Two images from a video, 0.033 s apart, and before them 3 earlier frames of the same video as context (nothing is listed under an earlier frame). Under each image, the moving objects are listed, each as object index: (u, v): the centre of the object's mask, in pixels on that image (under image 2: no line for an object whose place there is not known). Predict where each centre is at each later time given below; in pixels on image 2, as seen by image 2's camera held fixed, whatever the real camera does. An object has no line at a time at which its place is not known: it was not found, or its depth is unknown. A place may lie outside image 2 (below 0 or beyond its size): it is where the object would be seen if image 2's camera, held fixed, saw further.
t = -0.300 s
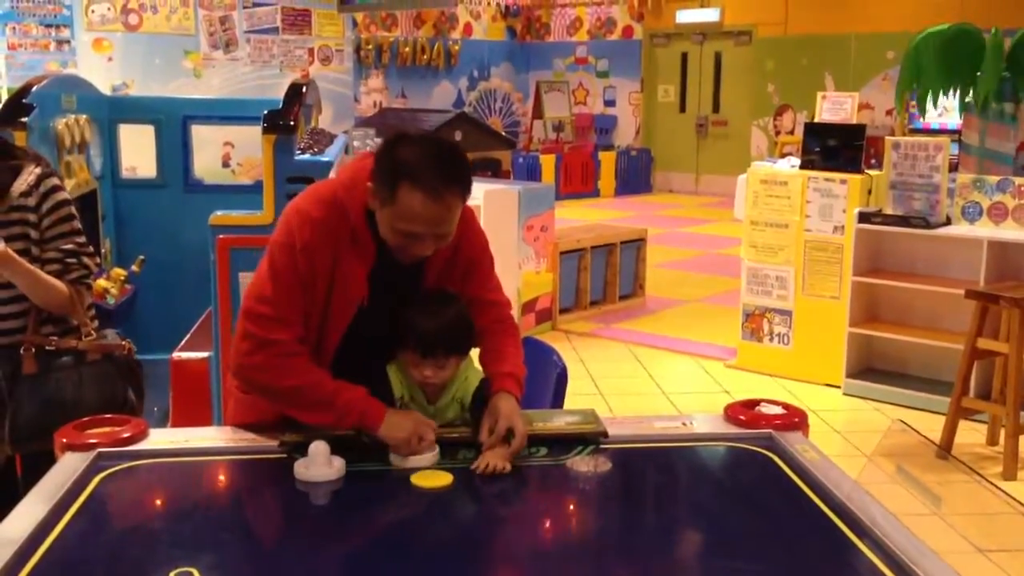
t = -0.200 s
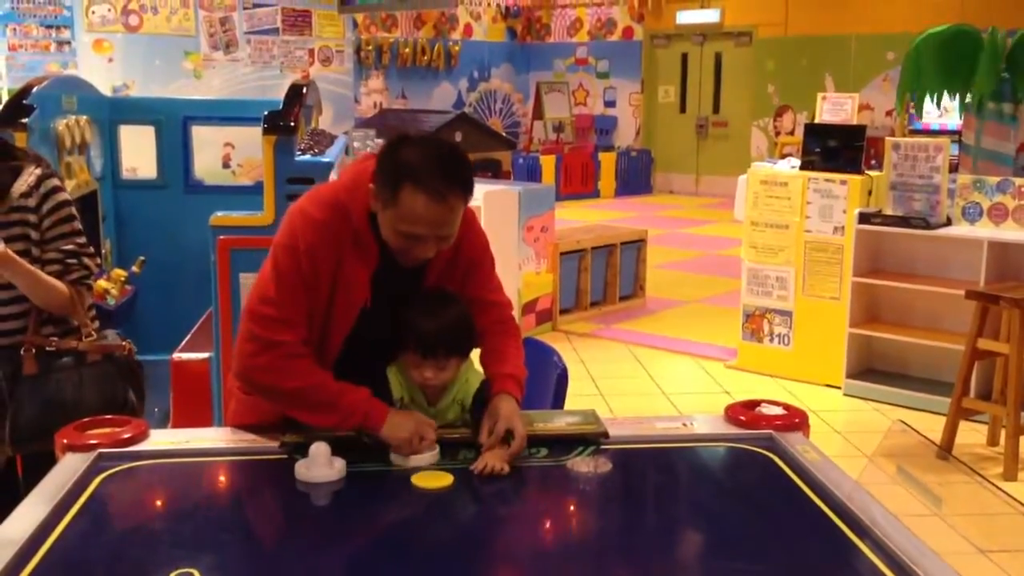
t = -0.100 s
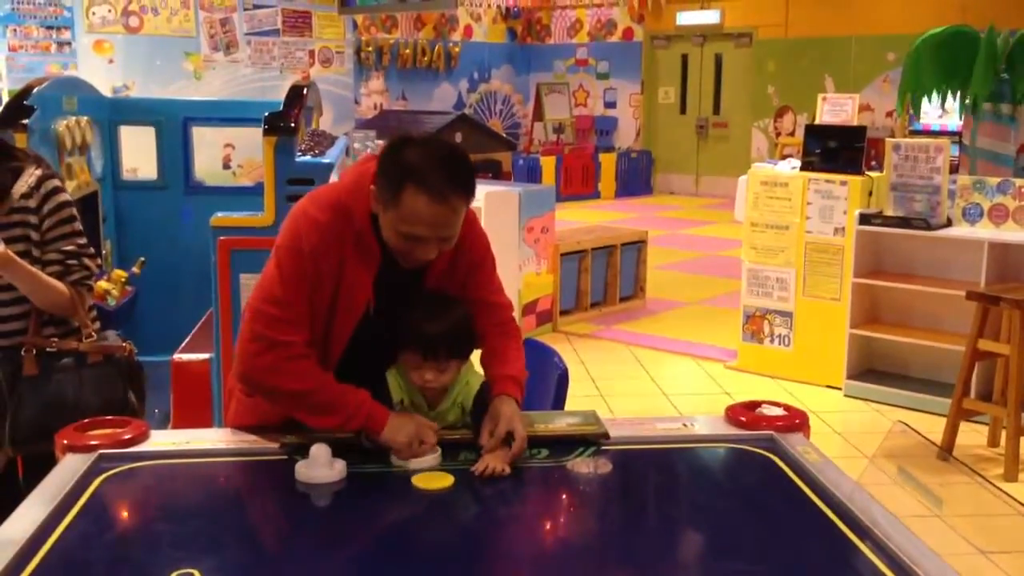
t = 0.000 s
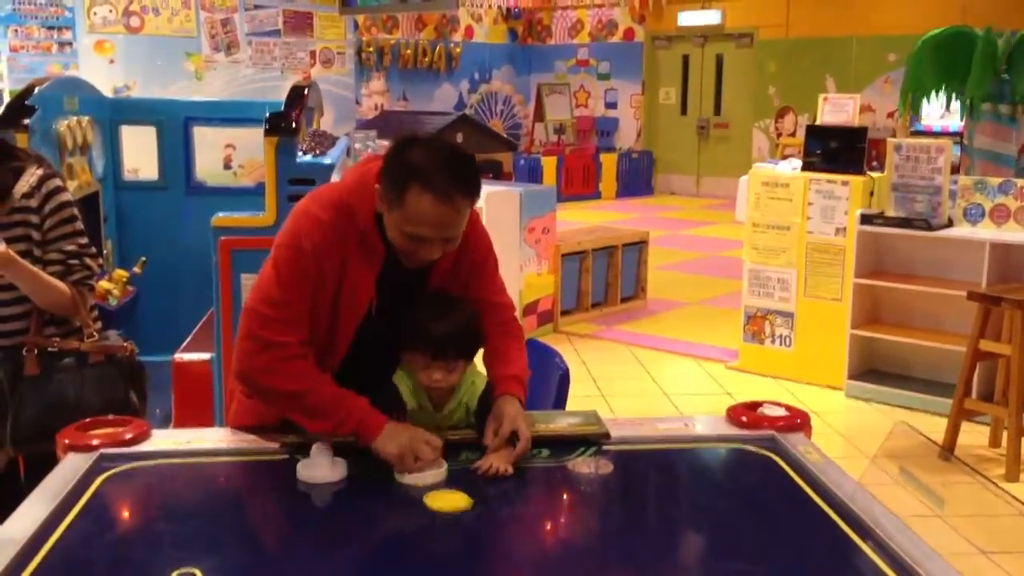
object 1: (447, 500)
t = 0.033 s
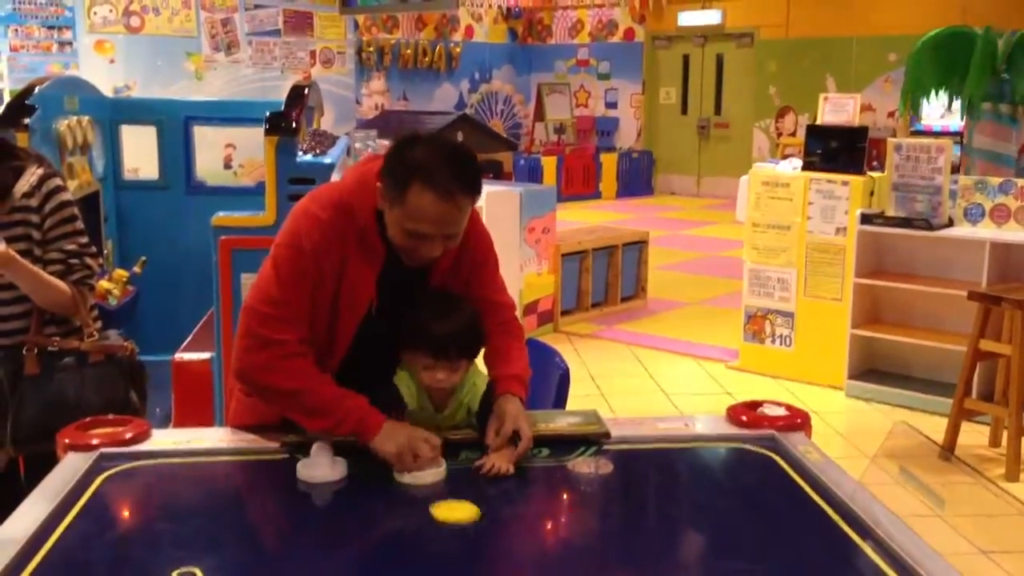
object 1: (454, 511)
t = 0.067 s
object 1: (462, 522)
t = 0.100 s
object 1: (469, 534)
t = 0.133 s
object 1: (478, 546)
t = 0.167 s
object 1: (486, 559)
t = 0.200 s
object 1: (495, 571)
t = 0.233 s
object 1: (505, 583)
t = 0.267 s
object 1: (514, 596)
